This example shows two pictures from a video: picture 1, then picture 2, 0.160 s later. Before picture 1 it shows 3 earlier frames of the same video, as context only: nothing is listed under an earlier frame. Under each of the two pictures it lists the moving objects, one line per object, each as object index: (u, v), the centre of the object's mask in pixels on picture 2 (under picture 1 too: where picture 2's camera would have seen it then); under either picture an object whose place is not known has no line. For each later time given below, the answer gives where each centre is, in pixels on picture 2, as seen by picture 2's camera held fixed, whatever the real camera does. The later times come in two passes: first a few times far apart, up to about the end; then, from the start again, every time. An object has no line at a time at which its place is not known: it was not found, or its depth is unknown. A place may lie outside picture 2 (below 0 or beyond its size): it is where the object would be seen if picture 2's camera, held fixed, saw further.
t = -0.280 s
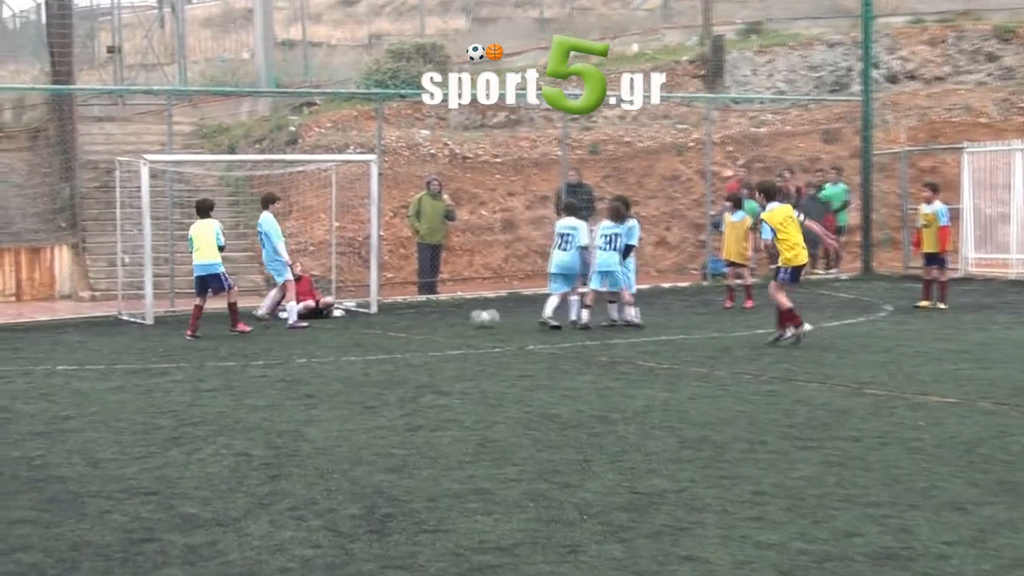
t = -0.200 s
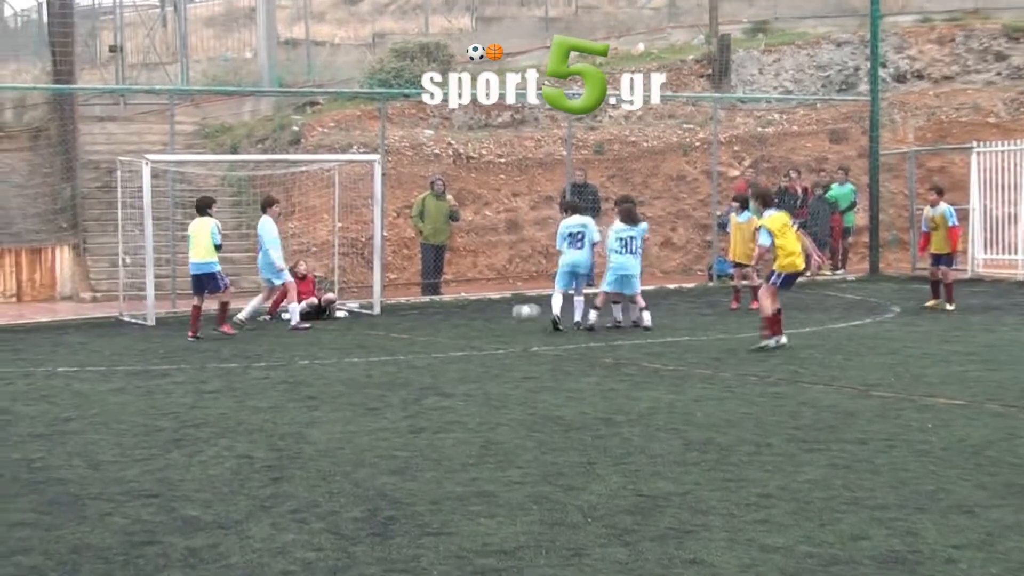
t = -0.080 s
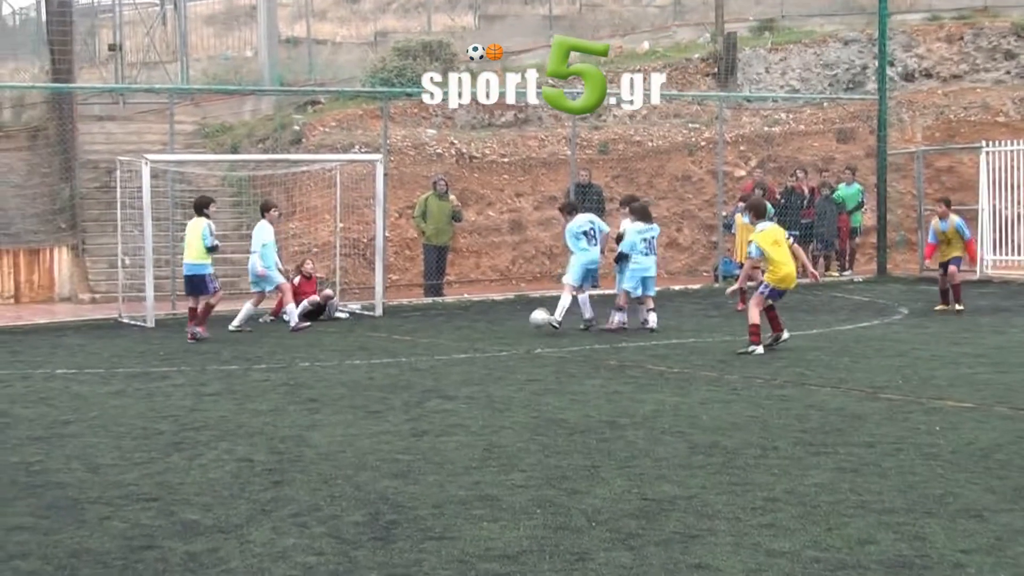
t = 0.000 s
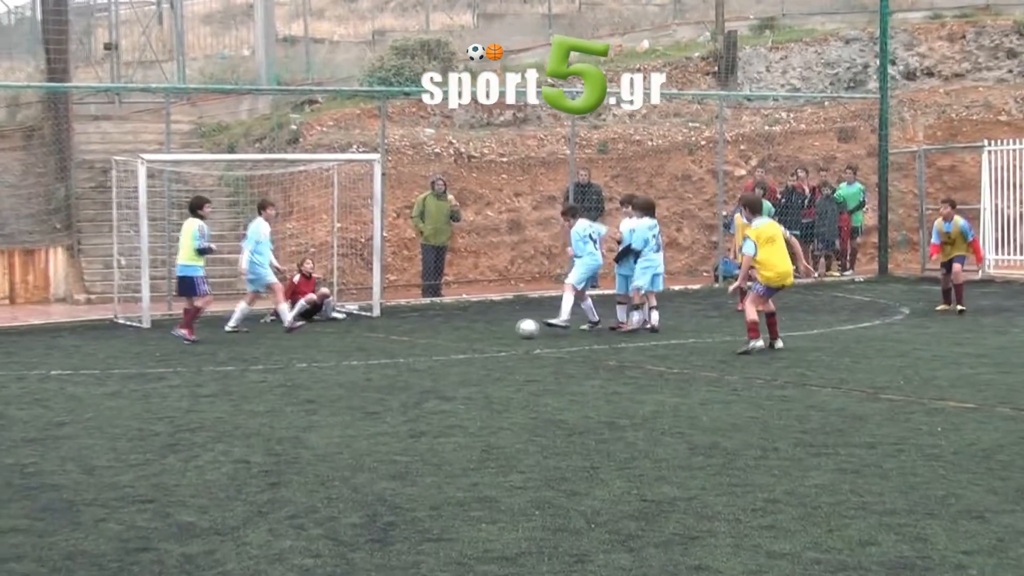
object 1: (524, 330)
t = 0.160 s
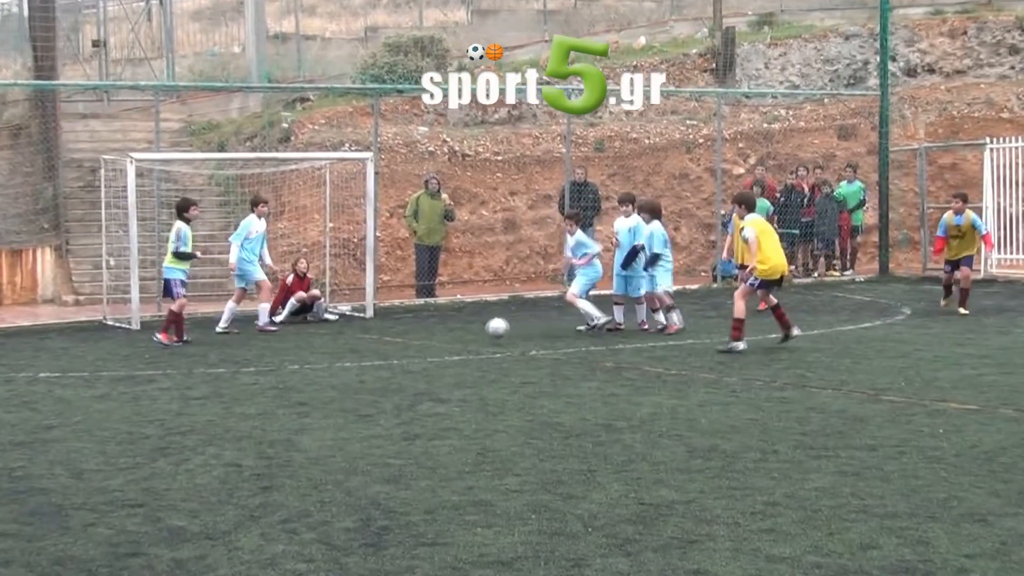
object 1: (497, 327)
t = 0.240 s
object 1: (484, 334)
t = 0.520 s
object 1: (427, 339)
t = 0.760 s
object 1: (380, 342)
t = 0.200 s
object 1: (491, 330)
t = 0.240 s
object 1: (484, 334)
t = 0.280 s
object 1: (476, 333)
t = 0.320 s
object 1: (468, 332)
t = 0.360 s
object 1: (461, 333)
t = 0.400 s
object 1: (452, 337)
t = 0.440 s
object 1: (444, 337)
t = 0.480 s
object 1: (436, 337)
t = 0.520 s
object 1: (427, 339)
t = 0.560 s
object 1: (419, 339)
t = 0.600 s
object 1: (411, 340)
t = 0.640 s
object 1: (403, 340)
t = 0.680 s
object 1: (395, 340)
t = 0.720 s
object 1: (387, 341)
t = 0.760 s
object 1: (380, 342)
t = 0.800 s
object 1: (371, 343)
